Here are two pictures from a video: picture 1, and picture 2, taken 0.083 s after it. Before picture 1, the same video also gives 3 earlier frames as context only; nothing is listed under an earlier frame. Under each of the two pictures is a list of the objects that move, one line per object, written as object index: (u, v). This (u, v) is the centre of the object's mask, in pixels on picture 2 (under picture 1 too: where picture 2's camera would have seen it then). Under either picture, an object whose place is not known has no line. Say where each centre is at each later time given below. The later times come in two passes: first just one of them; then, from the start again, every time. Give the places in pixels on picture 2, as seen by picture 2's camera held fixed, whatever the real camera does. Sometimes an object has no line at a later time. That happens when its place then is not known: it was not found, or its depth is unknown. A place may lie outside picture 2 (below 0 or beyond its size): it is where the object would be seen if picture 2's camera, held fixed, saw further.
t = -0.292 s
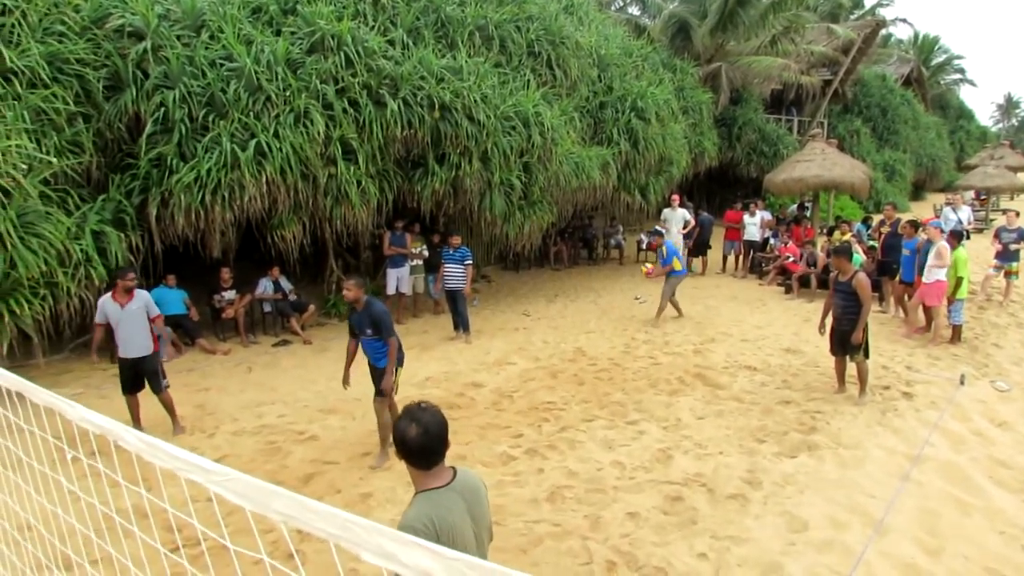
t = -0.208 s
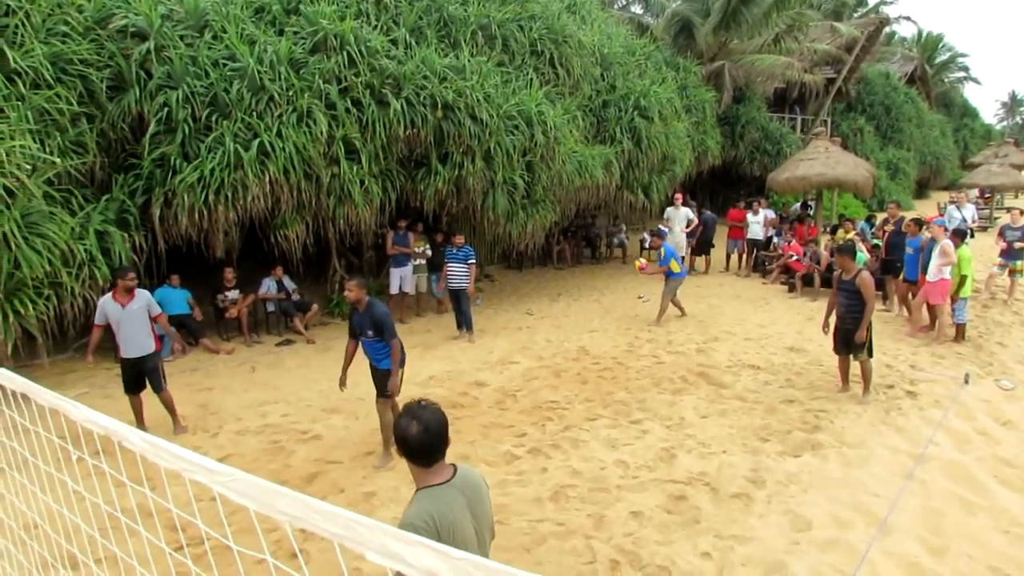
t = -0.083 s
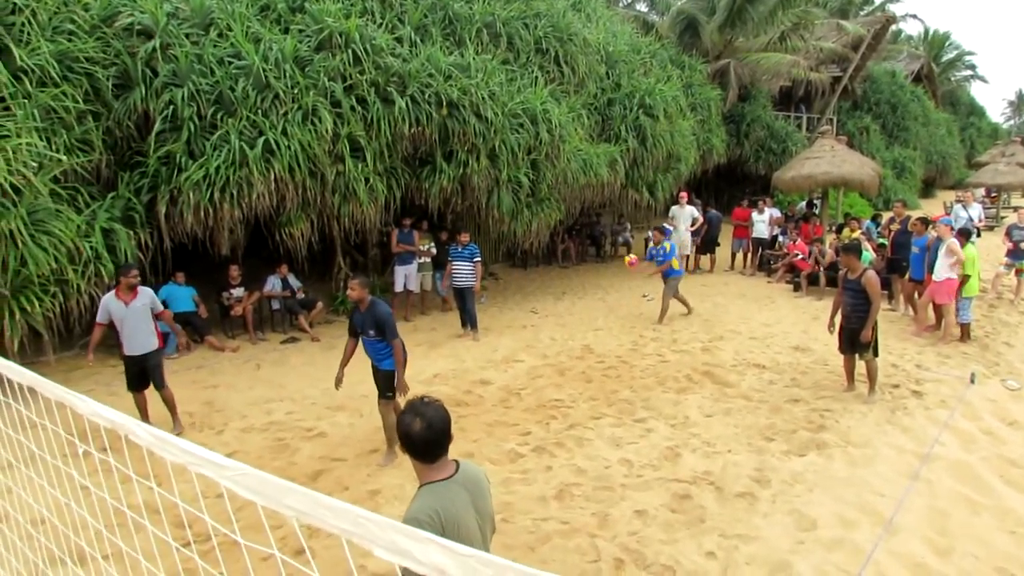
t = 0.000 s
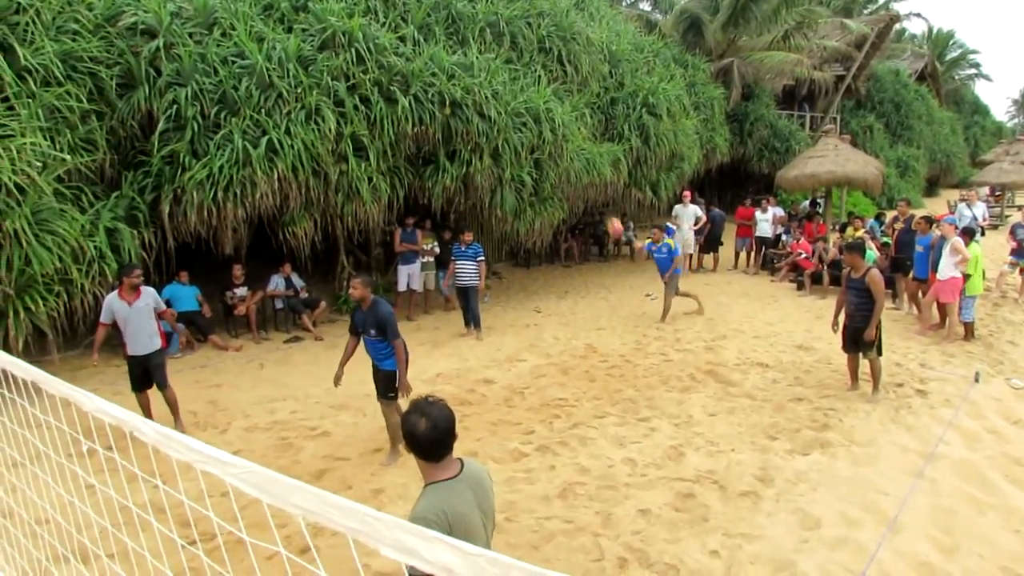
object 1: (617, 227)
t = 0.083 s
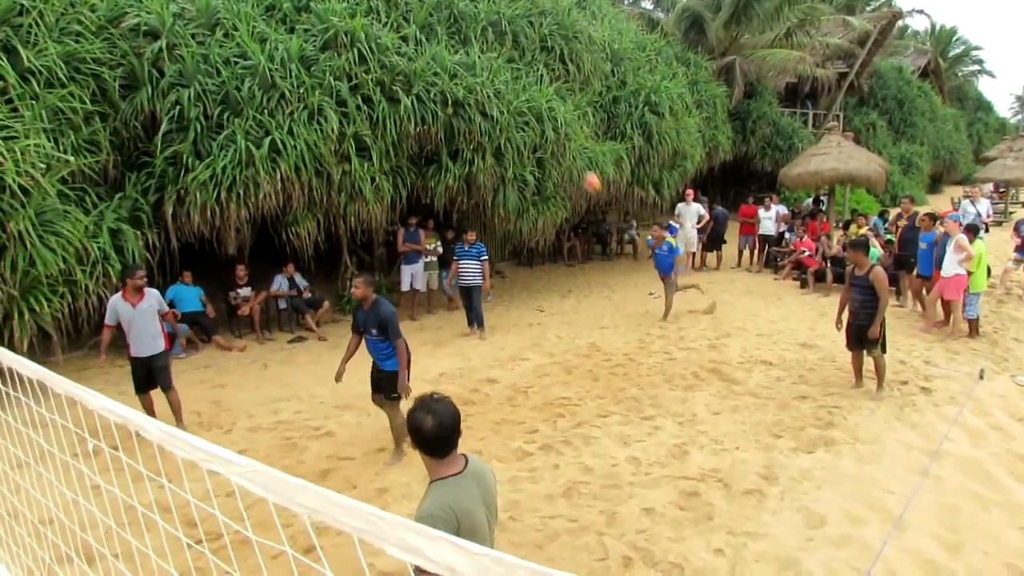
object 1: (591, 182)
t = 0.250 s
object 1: (524, 86)
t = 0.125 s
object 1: (576, 158)
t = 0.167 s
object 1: (560, 135)
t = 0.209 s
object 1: (542, 111)
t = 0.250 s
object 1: (524, 86)
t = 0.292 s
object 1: (504, 61)
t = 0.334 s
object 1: (480, 37)
